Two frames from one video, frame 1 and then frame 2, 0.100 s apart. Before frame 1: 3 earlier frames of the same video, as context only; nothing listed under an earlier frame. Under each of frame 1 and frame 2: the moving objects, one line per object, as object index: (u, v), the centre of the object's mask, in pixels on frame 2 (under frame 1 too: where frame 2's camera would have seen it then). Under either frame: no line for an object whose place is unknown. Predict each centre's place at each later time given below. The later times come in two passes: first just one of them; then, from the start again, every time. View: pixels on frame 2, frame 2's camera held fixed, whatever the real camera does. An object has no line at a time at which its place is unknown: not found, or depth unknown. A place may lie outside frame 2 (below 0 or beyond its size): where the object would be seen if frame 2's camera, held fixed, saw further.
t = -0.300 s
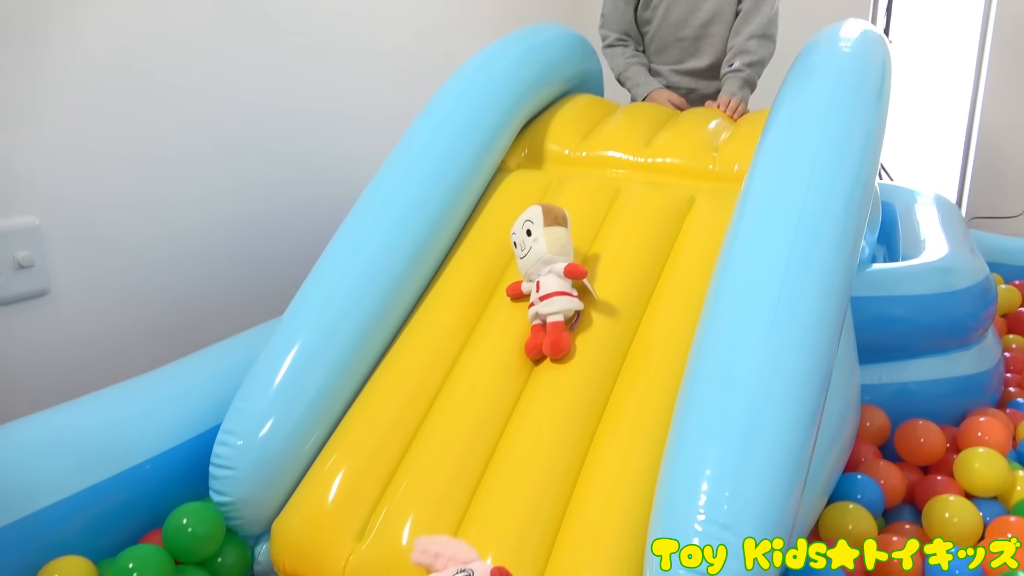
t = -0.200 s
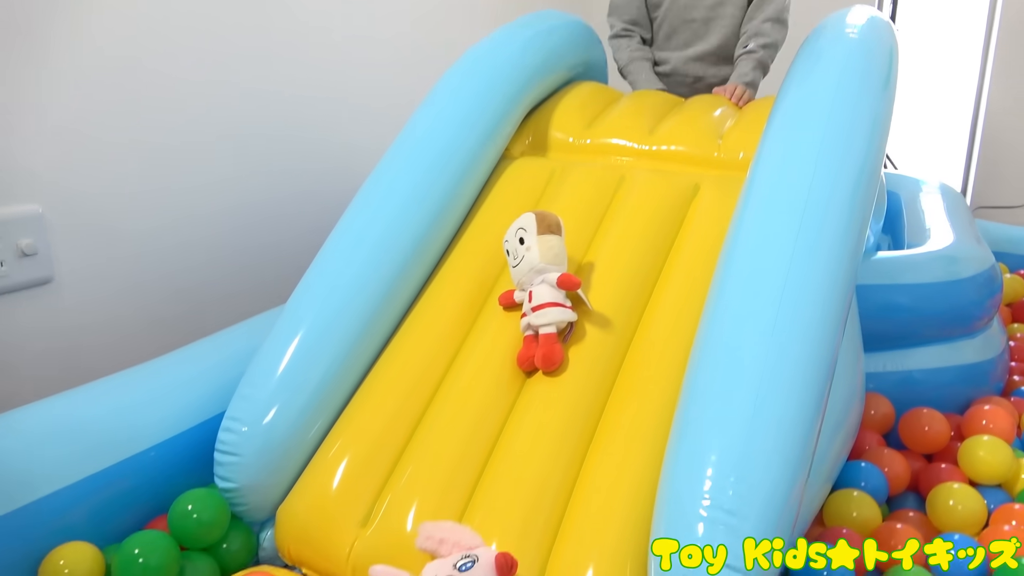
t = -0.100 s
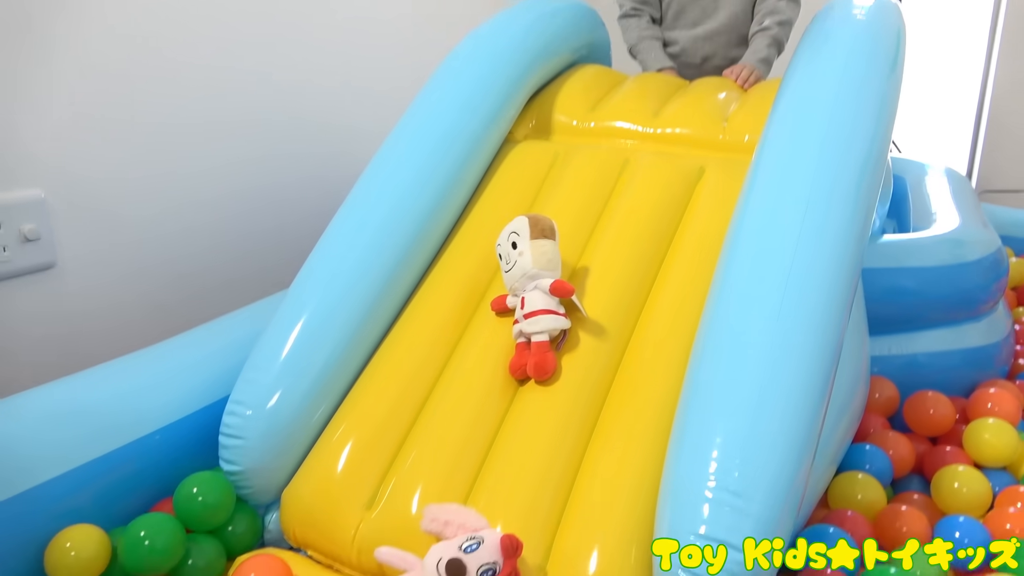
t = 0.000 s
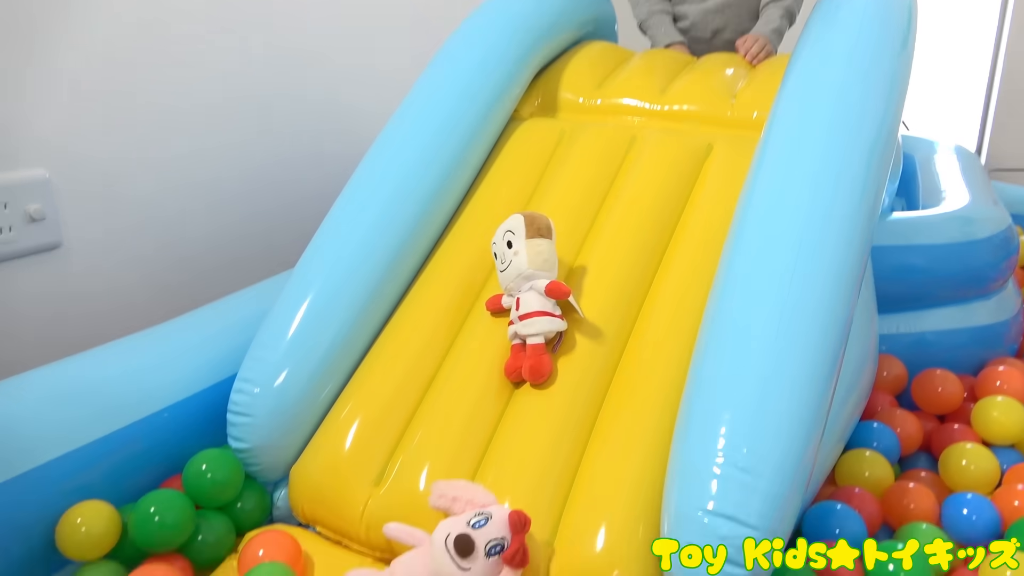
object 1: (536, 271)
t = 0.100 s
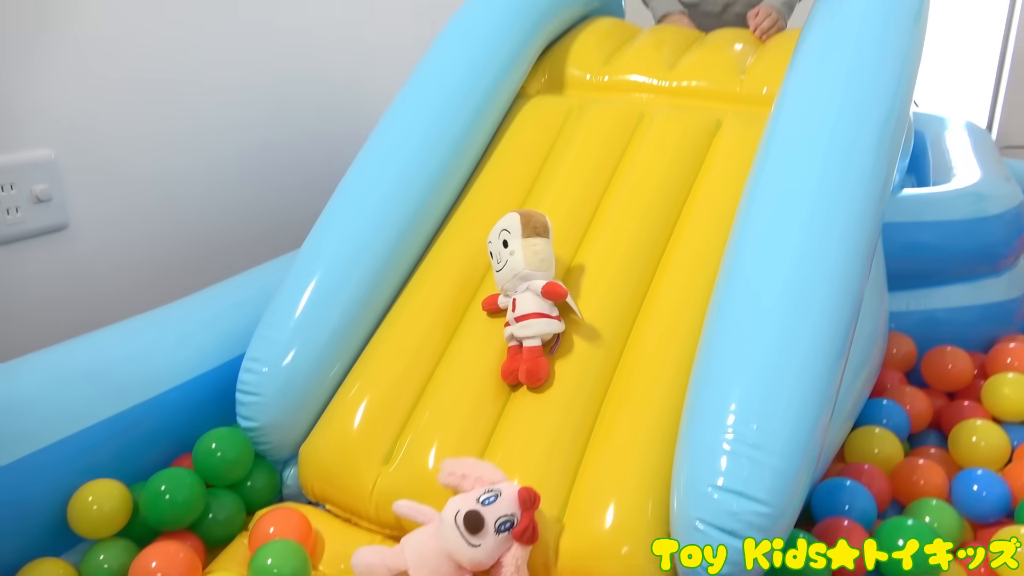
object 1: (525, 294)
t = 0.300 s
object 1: (504, 338)
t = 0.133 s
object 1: (521, 301)
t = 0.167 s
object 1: (518, 308)
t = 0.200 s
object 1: (515, 315)
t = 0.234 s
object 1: (511, 323)
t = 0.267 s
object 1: (507, 331)
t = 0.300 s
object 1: (504, 338)
